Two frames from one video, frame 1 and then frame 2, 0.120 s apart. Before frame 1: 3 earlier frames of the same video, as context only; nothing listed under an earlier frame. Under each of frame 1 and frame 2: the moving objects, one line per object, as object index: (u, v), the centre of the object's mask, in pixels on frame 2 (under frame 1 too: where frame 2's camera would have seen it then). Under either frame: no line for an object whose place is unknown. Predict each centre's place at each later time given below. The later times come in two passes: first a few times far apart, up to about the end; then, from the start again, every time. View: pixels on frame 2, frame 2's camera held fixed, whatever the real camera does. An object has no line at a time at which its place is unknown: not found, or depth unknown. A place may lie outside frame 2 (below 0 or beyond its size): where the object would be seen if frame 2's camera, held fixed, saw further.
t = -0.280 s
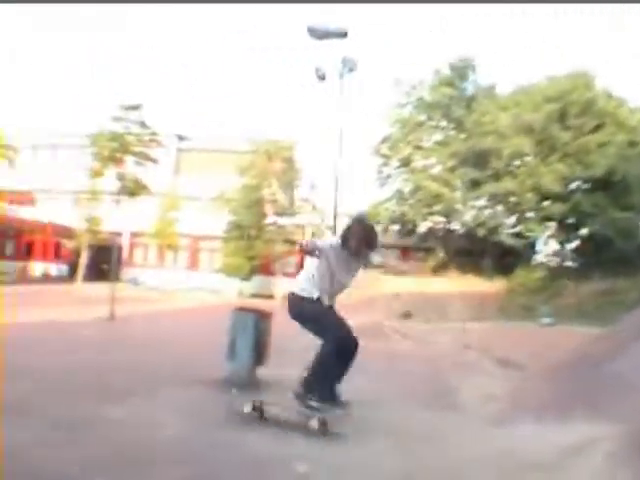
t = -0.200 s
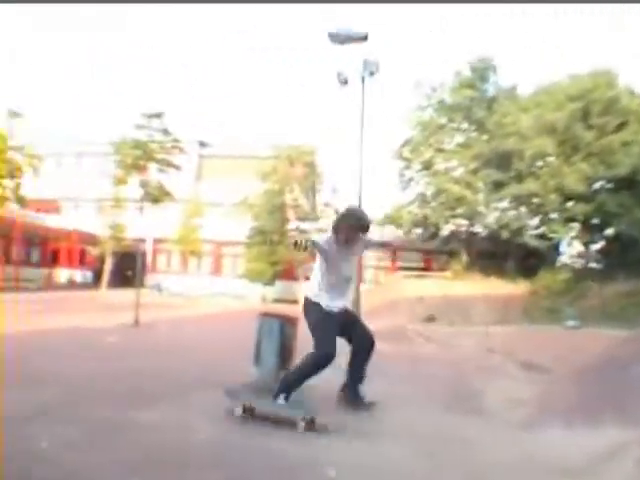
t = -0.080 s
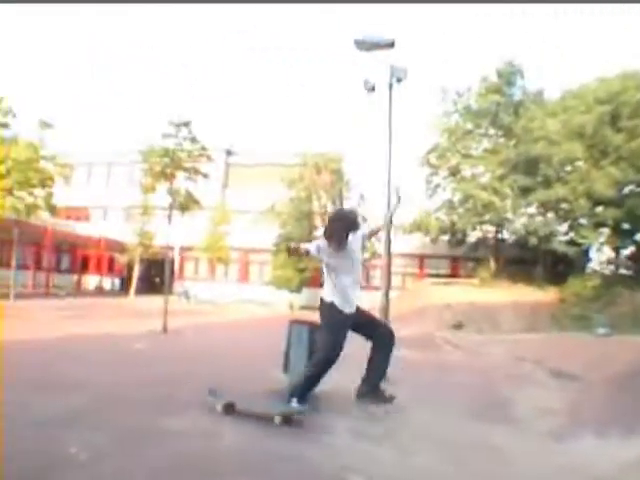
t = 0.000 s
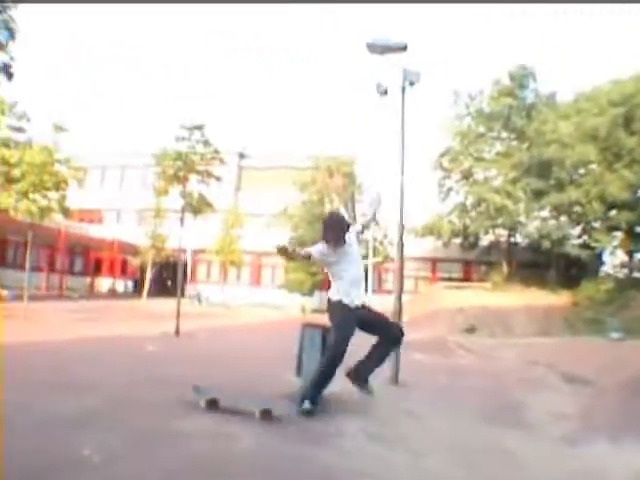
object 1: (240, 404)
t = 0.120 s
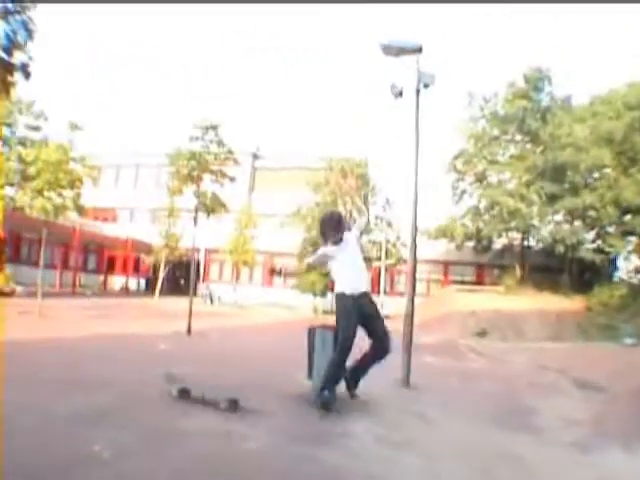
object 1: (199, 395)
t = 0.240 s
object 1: (165, 387)
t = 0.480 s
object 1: (103, 372)
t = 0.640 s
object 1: (66, 366)
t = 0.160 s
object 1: (189, 393)
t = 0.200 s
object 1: (177, 390)
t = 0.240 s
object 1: (165, 387)
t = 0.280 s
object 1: (153, 385)
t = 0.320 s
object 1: (142, 381)
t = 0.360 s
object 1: (132, 379)
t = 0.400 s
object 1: (122, 376)
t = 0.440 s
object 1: (112, 374)
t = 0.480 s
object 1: (103, 372)
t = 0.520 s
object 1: (96, 370)
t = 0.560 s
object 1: (84, 369)
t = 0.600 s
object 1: (76, 366)
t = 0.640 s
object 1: (66, 366)
